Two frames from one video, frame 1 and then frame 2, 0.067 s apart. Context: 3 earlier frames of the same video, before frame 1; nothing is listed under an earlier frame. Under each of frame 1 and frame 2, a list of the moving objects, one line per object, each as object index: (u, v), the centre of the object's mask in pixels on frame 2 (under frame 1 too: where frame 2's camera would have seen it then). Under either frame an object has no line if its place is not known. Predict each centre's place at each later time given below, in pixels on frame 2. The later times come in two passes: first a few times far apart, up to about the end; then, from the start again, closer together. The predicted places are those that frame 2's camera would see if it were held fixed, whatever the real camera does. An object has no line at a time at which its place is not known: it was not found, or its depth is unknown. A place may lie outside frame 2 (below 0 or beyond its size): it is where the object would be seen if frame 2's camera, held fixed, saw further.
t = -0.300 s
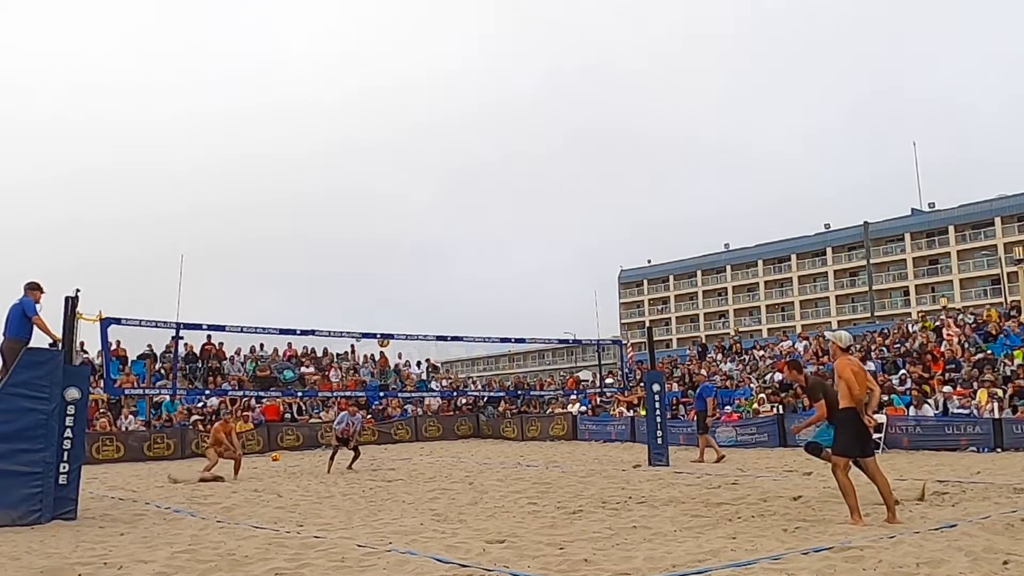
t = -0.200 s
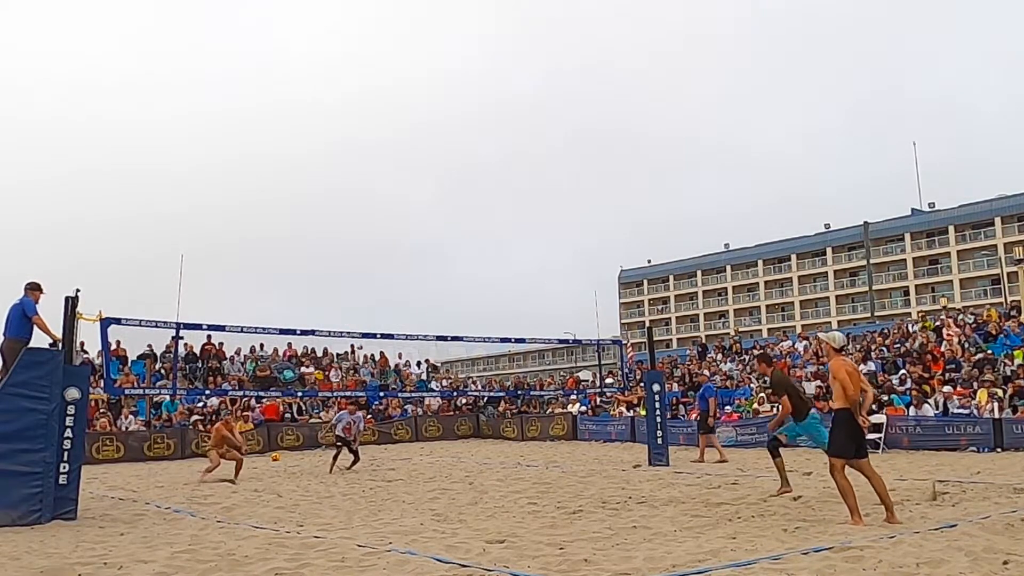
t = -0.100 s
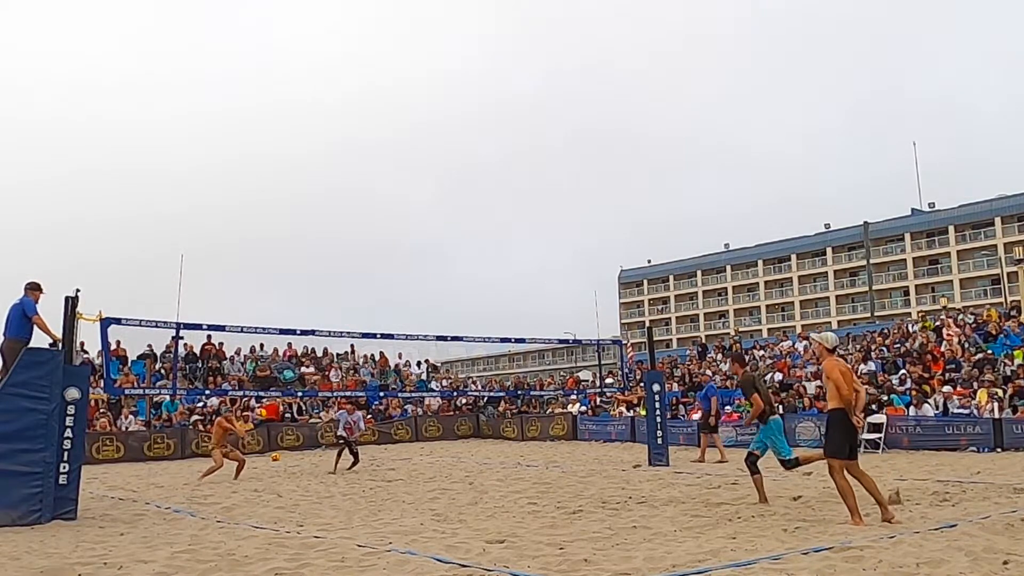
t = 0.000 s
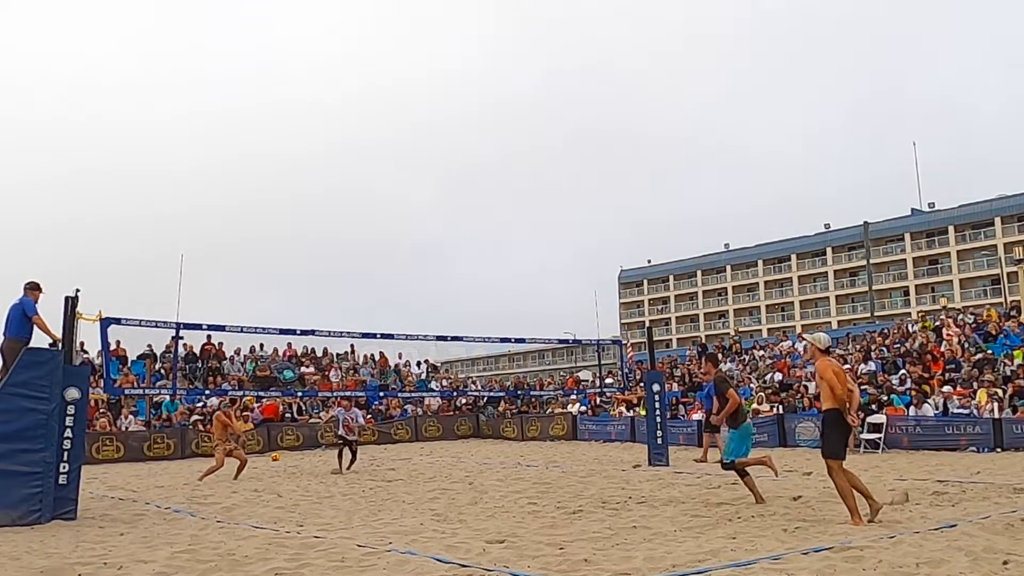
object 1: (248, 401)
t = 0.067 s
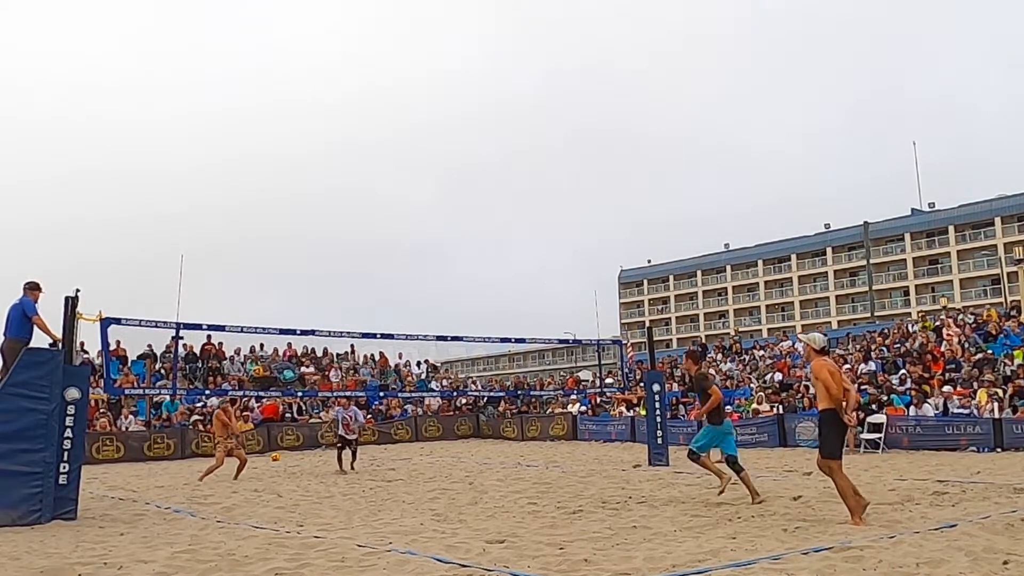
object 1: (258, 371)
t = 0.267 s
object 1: (278, 300)
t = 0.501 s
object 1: (300, 242)
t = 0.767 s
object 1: (325, 209)
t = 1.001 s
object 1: (346, 210)
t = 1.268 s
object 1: (371, 245)
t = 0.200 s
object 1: (271, 321)
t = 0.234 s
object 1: (275, 310)
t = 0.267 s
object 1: (278, 300)
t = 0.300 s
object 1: (281, 290)
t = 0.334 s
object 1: (285, 280)
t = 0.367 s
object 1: (288, 272)
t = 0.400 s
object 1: (291, 263)
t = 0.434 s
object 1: (294, 256)
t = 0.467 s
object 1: (297, 249)
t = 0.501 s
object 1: (300, 242)
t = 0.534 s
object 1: (304, 236)
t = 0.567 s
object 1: (307, 231)
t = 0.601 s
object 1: (310, 225)
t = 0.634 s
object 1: (313, 221)
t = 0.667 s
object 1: (316, 218)
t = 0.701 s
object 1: (319, 214)
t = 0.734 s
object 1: (322, 212)
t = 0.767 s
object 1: (325, 209)
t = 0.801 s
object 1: (328, 208)
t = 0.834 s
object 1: (331, 207)
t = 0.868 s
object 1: (333, 206)
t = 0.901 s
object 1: (337, 206)
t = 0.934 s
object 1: (340, 207)
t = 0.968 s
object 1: (343, 208)
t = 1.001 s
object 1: (346, 210)
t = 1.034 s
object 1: (349, 212)
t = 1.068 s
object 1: (352, 215)
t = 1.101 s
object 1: (355, 218)
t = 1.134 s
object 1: (358, 222)
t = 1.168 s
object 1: (362, 227)
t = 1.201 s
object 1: (365, 232)
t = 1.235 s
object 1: (368, 238)
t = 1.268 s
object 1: (371, 245)
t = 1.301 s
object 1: (374, 251)
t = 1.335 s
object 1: (378, 259)
